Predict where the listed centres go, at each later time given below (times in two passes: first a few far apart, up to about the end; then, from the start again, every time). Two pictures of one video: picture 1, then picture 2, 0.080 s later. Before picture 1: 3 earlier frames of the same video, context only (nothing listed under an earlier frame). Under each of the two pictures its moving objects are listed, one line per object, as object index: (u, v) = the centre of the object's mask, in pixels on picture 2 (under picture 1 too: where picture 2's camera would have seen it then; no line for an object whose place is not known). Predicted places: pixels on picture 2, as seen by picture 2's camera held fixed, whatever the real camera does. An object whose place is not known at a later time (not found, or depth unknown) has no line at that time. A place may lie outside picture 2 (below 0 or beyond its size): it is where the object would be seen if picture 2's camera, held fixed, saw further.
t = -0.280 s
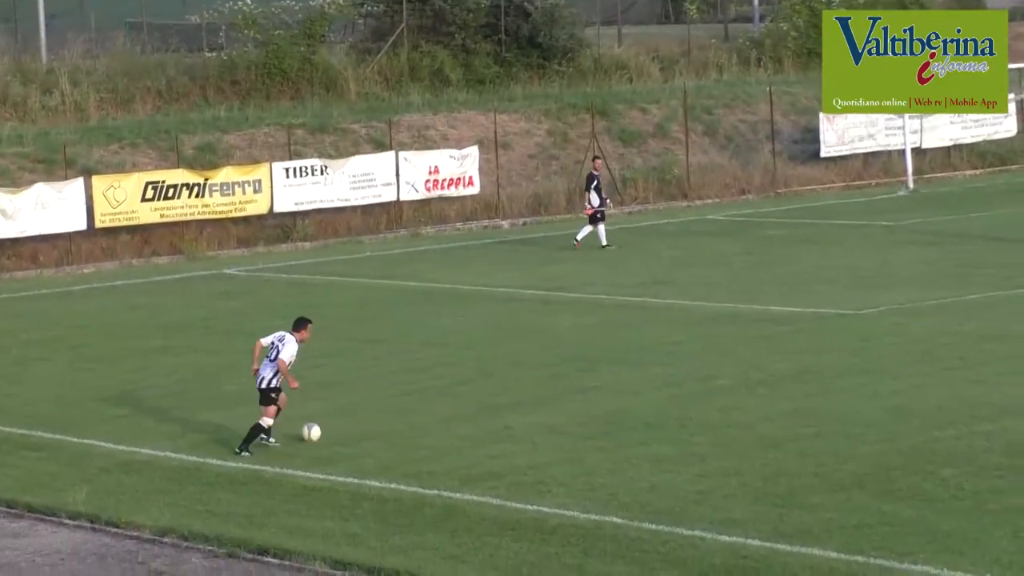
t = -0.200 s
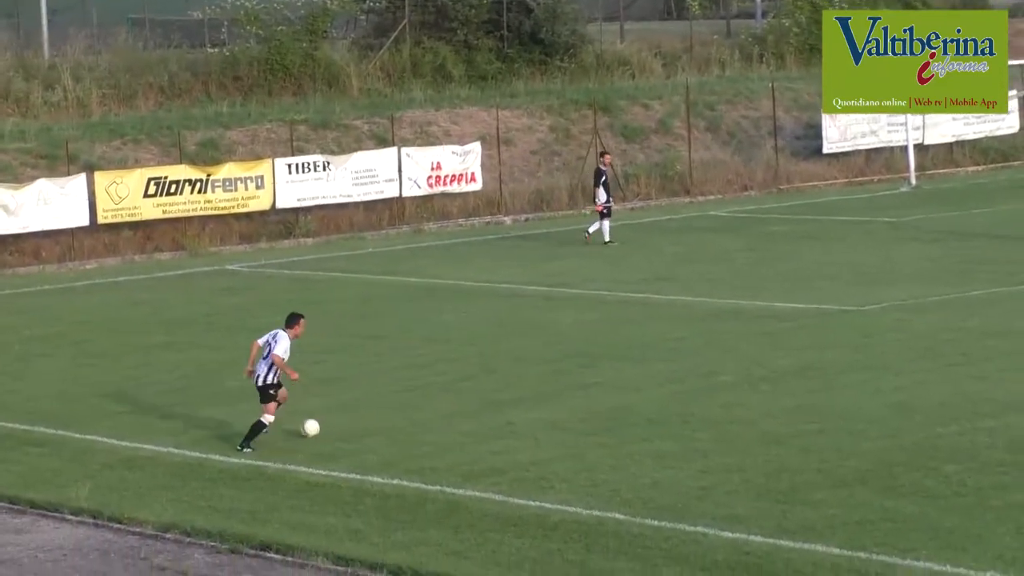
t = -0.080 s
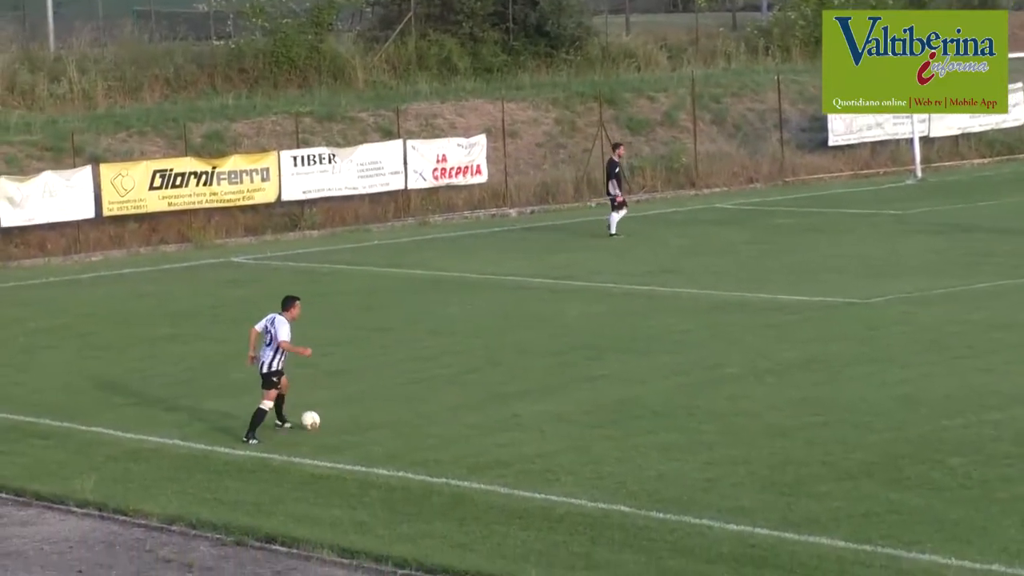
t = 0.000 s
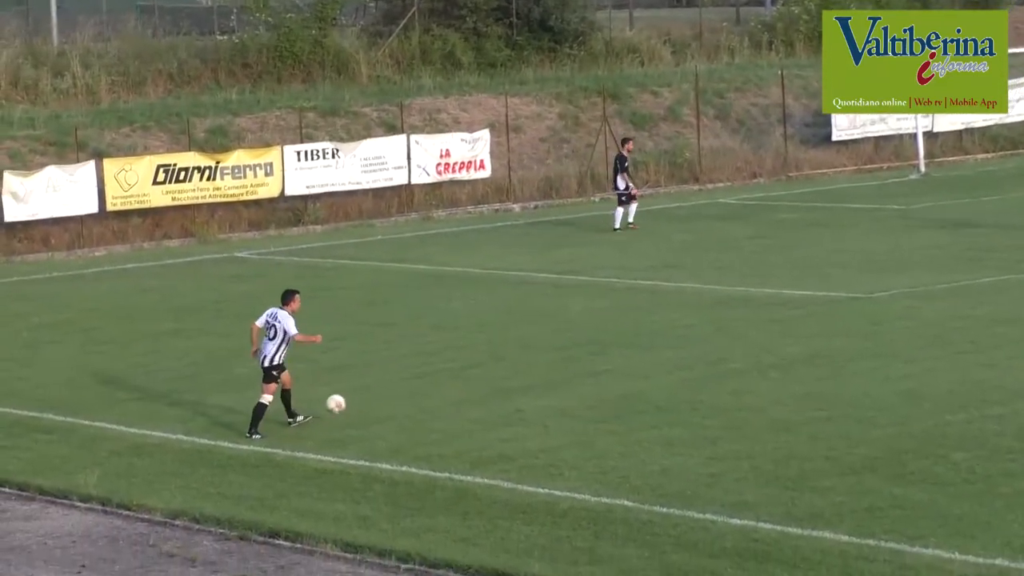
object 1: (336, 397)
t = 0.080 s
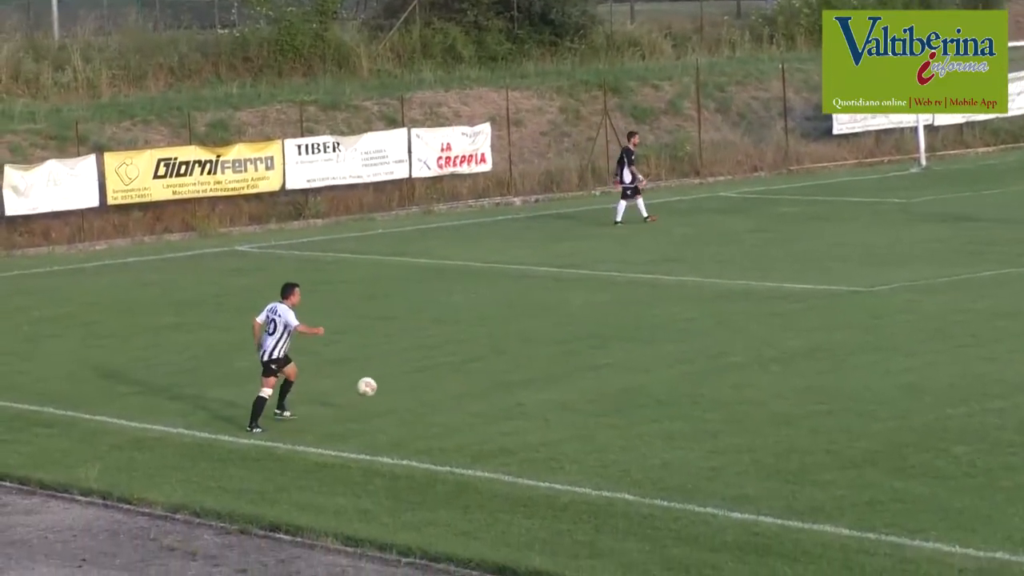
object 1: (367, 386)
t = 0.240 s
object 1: (428, 380)
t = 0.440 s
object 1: (505, 400)
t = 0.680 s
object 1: (543, 394)
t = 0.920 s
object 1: (578, 394)
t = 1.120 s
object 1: (604, 393)
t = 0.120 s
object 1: (382, 383)
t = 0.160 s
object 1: (397, 380)
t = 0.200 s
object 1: (412, 379)
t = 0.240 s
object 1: (428, 380)
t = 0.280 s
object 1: (443, 381)
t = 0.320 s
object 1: (459, 384)
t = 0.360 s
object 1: (475, 388)
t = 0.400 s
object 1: (490, 394)
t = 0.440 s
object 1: (505, 400)
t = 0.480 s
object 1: (512, 398)
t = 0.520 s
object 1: (518, 395)
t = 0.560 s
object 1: (524, 393)
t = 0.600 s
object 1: (530, 392)
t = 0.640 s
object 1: (536, 392)
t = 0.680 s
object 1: (543, 394)
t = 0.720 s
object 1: (549, 396)
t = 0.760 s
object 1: (556, 397)
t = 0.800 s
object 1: (562, 396)
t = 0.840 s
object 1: (567, 394)
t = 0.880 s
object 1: (573, 394)
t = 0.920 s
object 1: (578, 394)
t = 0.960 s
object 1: (584, 395)
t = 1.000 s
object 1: (590, 394)
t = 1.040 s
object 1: (595, 395)
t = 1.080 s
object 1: (600, 394)
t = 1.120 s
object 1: (604, 393)
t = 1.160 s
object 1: (609, 392)
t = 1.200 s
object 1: (613, 392)
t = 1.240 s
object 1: (617, 393)
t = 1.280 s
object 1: (621, 393)
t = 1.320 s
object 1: (625, 392)
